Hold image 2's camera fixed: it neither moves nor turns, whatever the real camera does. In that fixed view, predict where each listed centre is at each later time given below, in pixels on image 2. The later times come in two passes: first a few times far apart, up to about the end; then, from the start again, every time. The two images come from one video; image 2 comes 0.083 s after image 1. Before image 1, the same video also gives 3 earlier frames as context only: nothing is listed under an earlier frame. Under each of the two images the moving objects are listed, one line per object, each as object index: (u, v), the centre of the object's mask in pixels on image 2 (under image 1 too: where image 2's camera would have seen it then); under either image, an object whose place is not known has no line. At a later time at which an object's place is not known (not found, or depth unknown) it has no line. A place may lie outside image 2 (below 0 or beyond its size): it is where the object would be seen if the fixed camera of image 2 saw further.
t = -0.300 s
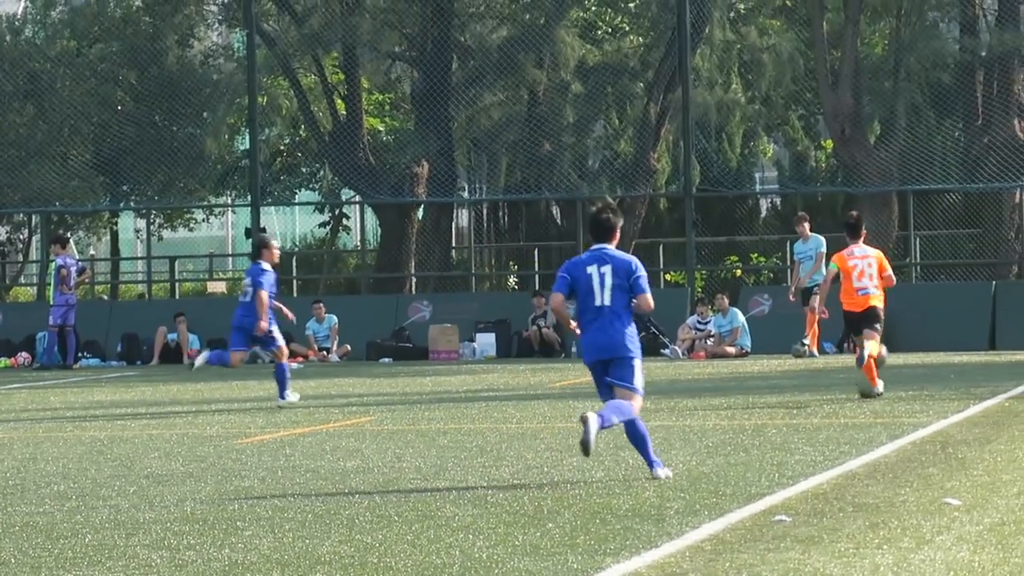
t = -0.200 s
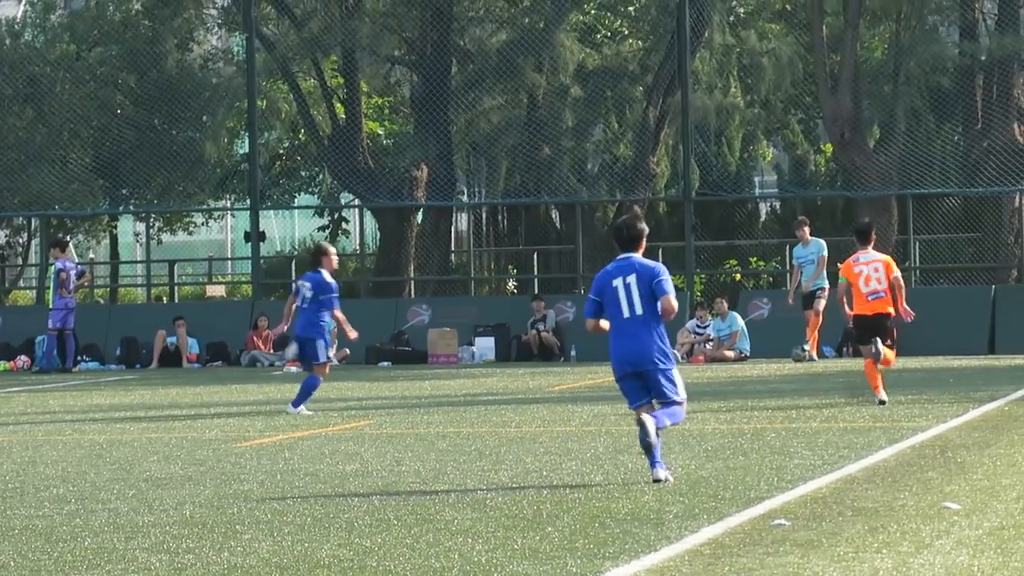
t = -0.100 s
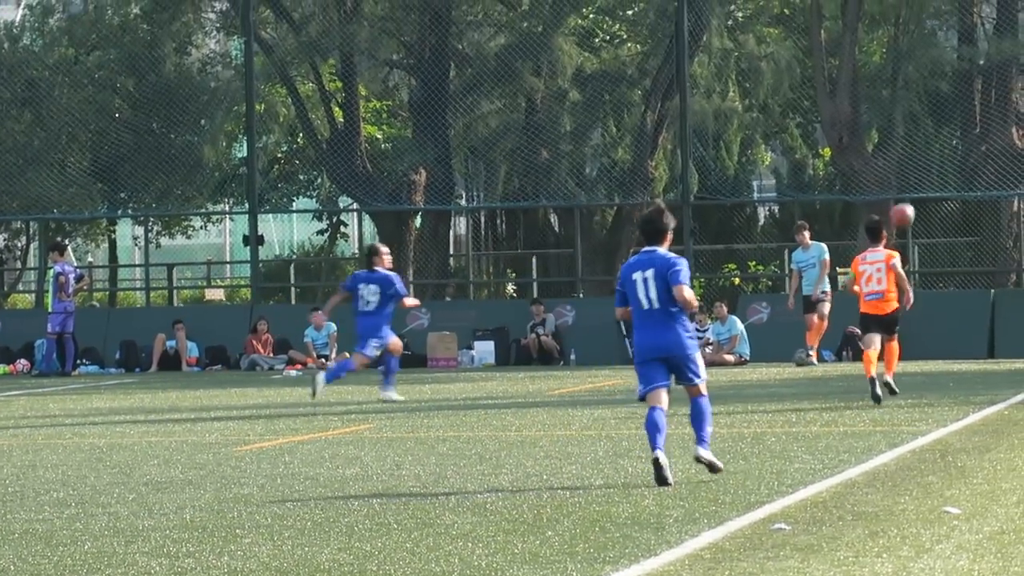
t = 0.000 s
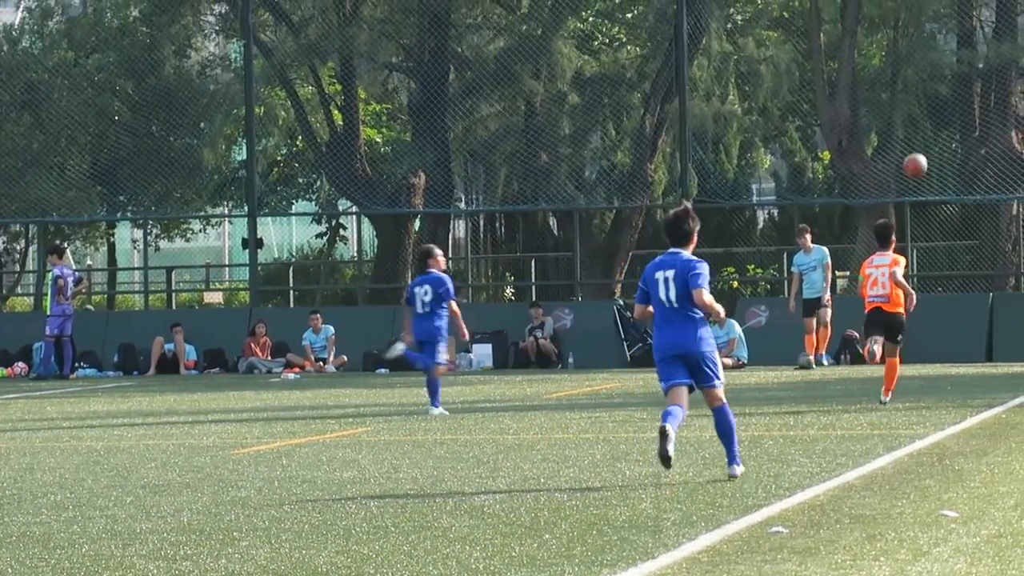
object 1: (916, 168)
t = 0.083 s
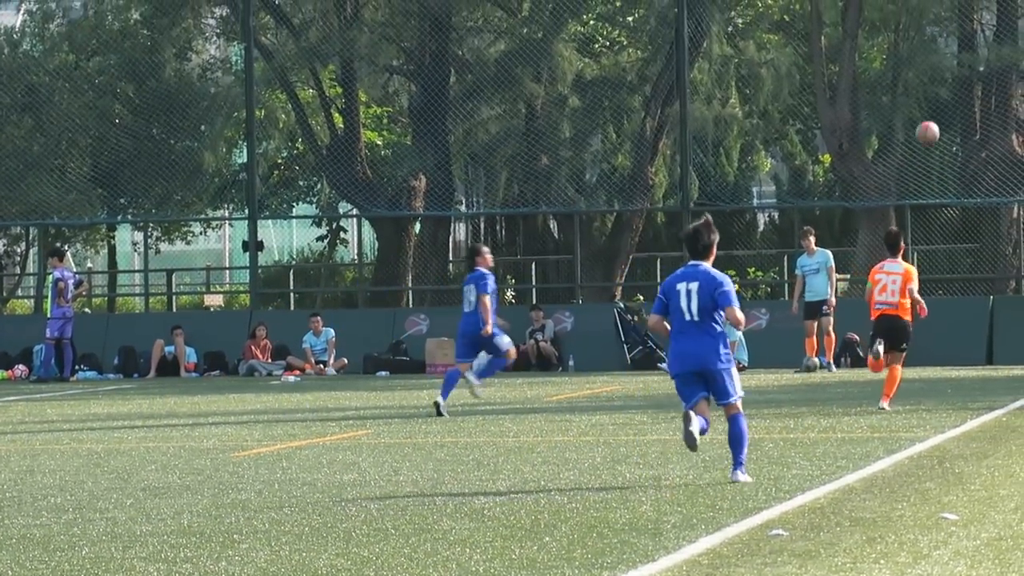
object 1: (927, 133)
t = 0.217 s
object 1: (946, 94)
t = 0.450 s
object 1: (977, 74)
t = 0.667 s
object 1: (1008, 103)
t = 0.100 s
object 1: (930, 127)
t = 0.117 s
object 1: (932, 122)
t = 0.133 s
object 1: (935, 116)
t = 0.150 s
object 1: (936, 112)
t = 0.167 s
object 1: (938, 107)
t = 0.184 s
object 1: (941, 102)
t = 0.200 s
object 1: (943, 98)
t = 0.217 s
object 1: (946, 94)
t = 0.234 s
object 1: (947, 91)
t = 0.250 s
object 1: (950, 89)
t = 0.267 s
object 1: (952, 86)
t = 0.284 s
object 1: (955, 83)
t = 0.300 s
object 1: (957, 81)
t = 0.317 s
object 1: (959, 79)
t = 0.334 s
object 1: (962, 77)
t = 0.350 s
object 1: (964, 76)
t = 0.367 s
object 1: (966, 76)
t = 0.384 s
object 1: (968, 74)
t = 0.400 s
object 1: (970, 74)
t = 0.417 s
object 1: (973, 74)
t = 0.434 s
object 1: (976, 74)
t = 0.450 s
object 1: (977, 74)
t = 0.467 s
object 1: (980, 76)
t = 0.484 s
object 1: (982, 76)
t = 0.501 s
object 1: (985, 77)
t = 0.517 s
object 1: (988, 79)
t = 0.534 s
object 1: (990, 80)
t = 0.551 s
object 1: (992, 82)
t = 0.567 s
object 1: (994, 86)
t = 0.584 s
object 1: (996, 88)
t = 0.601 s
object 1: (999, 89)
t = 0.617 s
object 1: (1001, 94)
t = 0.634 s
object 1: (1004, 97)
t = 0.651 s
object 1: (1006, 100)
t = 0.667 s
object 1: (1008, 103)
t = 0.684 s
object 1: (1011, 109)
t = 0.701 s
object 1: (1013, 113)
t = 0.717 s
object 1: (1015, 118)
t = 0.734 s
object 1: (1017, 124)
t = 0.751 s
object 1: (1020, 129)
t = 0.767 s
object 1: (1022, 134)
